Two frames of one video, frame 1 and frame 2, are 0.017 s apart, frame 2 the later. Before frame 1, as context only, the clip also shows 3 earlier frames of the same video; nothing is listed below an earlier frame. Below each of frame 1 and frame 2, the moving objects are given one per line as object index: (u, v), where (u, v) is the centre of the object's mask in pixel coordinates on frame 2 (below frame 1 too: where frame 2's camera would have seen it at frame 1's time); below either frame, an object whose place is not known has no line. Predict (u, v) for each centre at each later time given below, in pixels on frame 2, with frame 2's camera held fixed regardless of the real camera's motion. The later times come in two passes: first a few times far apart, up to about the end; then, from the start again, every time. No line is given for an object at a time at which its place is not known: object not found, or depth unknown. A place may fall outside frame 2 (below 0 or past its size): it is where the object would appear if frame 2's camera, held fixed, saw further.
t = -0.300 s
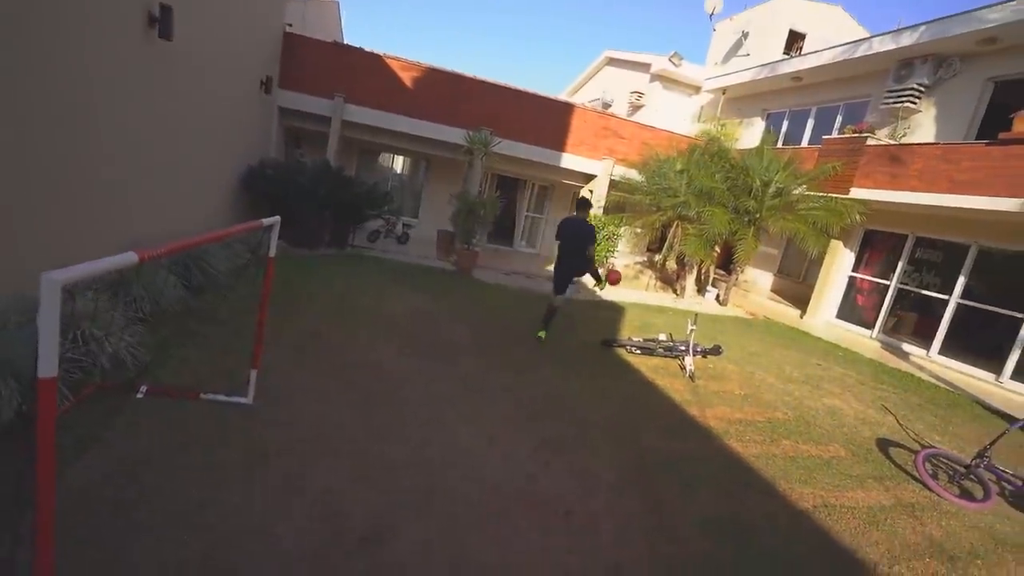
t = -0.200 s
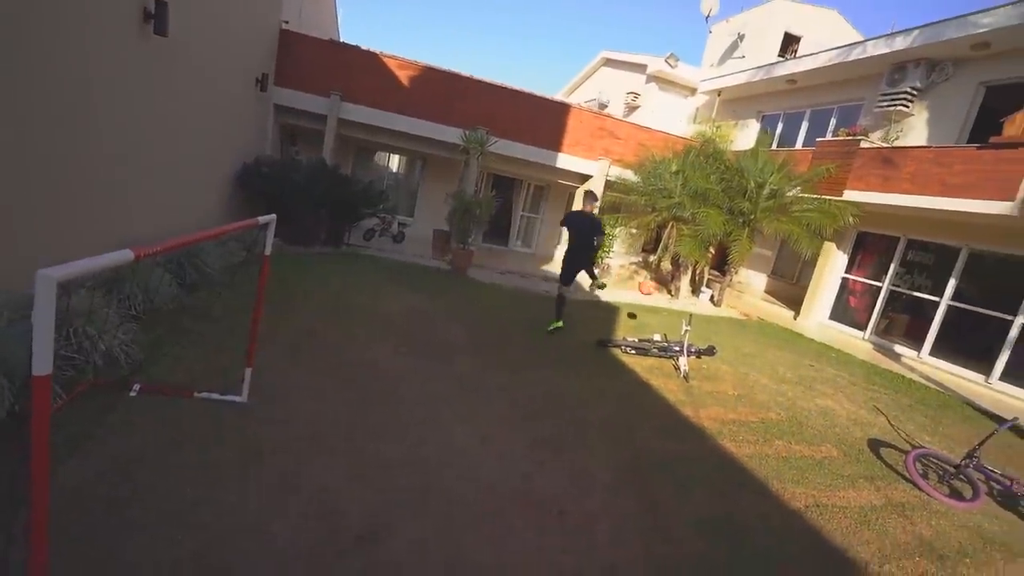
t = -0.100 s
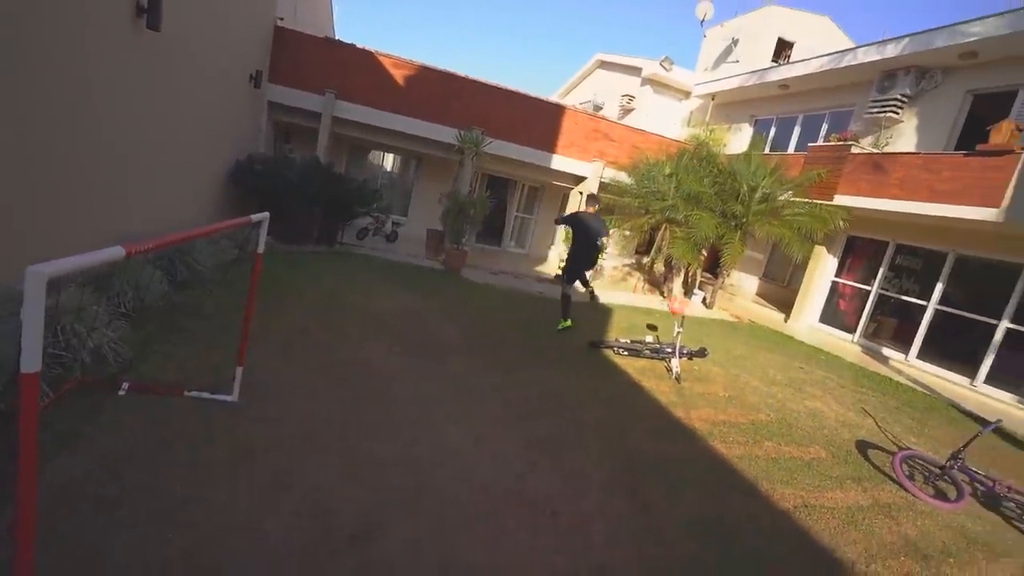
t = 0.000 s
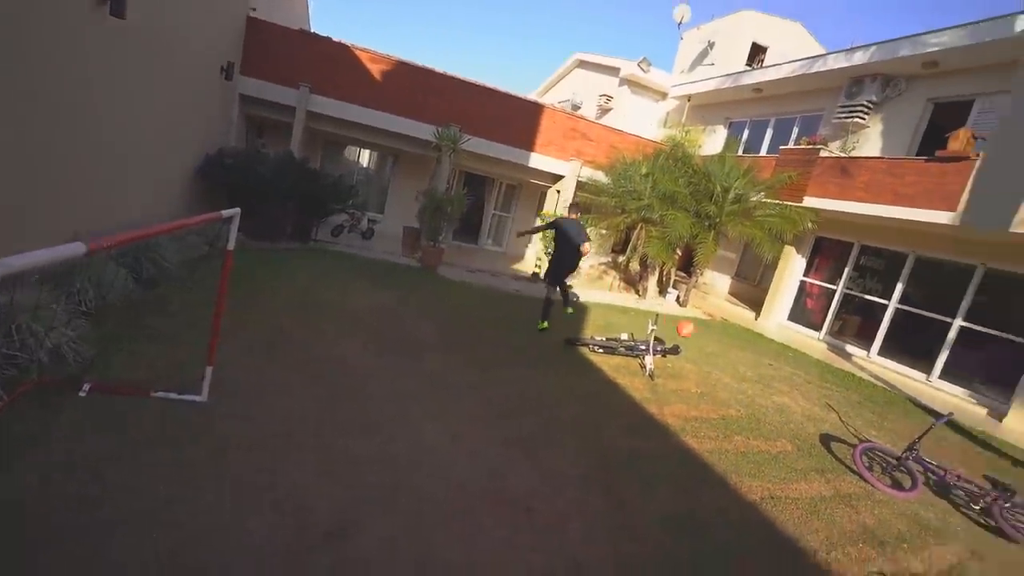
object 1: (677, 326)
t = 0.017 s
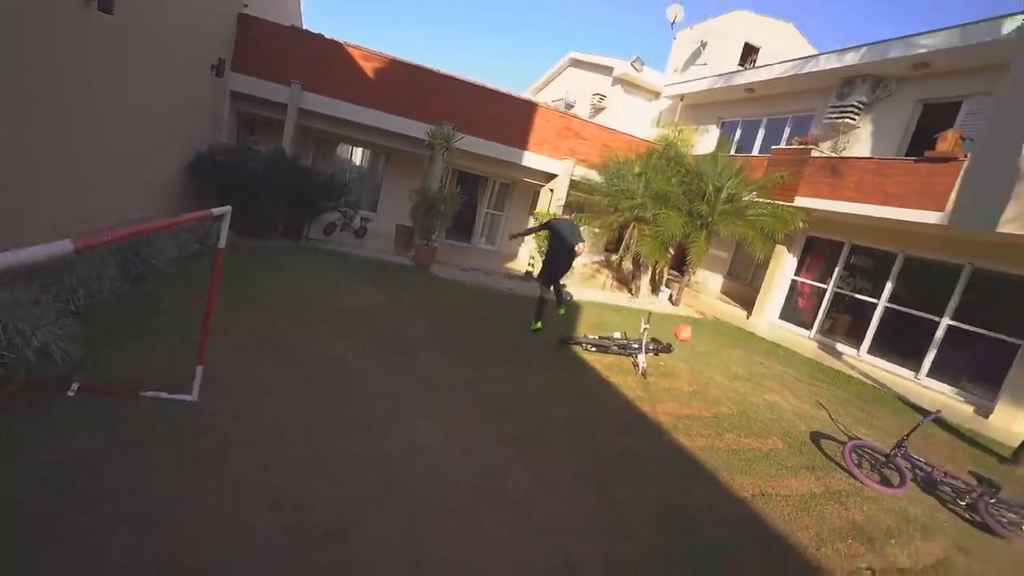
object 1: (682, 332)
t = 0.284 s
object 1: (775, 379)
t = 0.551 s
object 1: (876, 409)
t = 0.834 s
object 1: (987, 450)
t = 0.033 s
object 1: (689, 337)
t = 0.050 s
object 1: (694, 342)
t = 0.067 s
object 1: (699, 348)
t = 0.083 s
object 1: (704, 354)
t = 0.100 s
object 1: (709, 360)
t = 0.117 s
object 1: (715, 366)
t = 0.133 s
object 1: (720, 373)
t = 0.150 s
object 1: (724, 380)
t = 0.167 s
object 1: (730, 383)
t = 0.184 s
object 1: (736, 382)
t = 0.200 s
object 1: (741, 381)
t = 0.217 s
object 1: (748, 381)
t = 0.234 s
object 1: (754, 381)
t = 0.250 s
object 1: (761, 379)
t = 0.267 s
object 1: (768, 379)
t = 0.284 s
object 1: (775, 379)
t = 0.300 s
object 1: (782, 379)
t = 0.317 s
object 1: (788, 379)
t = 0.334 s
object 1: (794, 380)
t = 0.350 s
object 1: (800, 381)
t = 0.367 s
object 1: (807, 381)
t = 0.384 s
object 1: (814, 383)
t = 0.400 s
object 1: (821, 385)
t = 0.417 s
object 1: (827, 386)
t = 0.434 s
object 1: (833, 388)
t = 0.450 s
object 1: (839, 391)
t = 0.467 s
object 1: (845, 393)
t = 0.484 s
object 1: (851, 396)
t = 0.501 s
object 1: (857, 399)
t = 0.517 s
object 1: (864, 402)
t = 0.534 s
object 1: (870, 405)
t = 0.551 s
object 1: (876, 409)
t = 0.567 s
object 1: (881, 412)
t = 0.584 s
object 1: (886, 417)
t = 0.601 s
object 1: (893, 421)
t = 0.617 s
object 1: (897, 425)
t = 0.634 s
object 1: (900, 428)
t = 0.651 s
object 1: (910, 437)
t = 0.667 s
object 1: (916, 442)
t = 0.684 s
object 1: (919, 443)
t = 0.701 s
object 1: (928, 442)
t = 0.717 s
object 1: (936, 443)
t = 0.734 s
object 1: (943, 443)
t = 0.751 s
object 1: (951, 444)
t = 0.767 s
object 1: (958, 444)
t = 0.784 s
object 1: (966, 445)
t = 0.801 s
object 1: (974, 446)
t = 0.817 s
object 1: (981, 448)
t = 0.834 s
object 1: (987, 450)
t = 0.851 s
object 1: (994, 451)
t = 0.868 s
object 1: (1001, 454)
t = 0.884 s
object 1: (1009, 456)
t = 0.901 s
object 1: (1015, 459)
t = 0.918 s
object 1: (1023, 462)
